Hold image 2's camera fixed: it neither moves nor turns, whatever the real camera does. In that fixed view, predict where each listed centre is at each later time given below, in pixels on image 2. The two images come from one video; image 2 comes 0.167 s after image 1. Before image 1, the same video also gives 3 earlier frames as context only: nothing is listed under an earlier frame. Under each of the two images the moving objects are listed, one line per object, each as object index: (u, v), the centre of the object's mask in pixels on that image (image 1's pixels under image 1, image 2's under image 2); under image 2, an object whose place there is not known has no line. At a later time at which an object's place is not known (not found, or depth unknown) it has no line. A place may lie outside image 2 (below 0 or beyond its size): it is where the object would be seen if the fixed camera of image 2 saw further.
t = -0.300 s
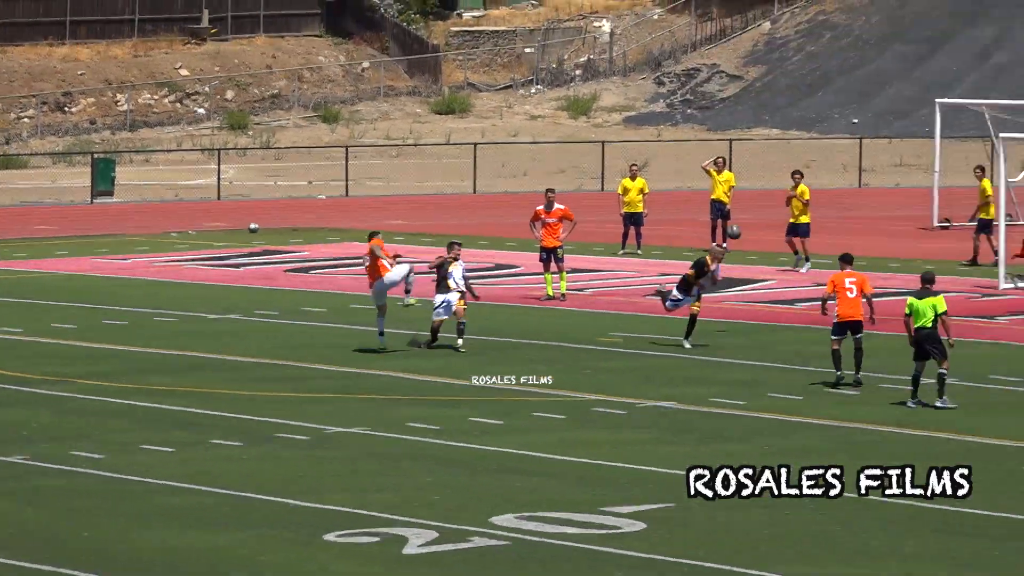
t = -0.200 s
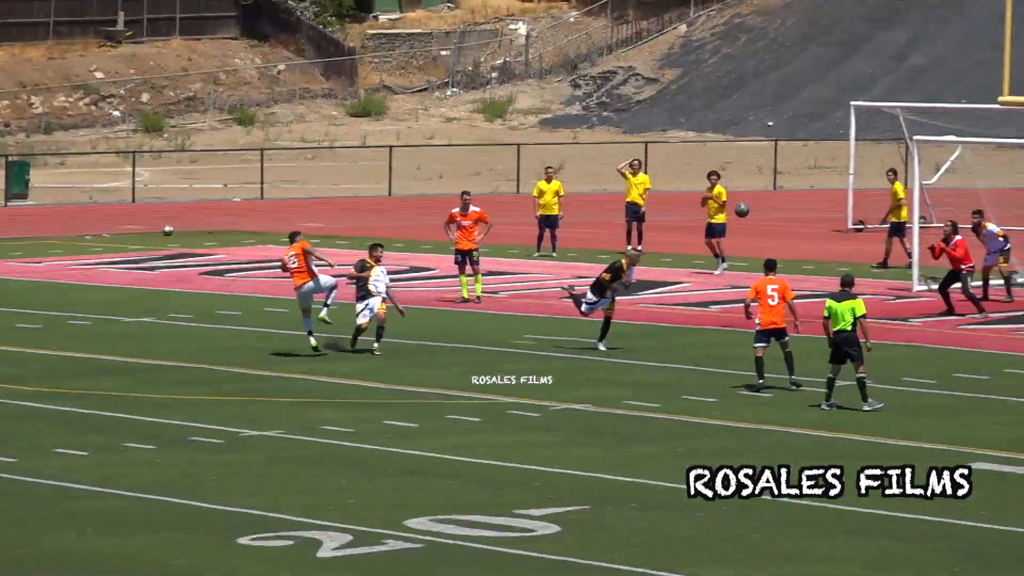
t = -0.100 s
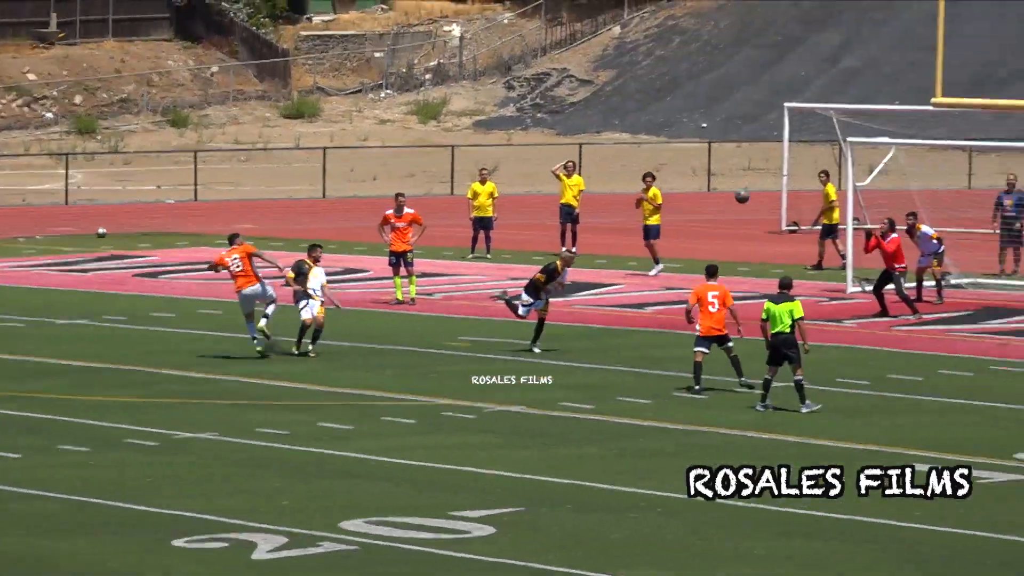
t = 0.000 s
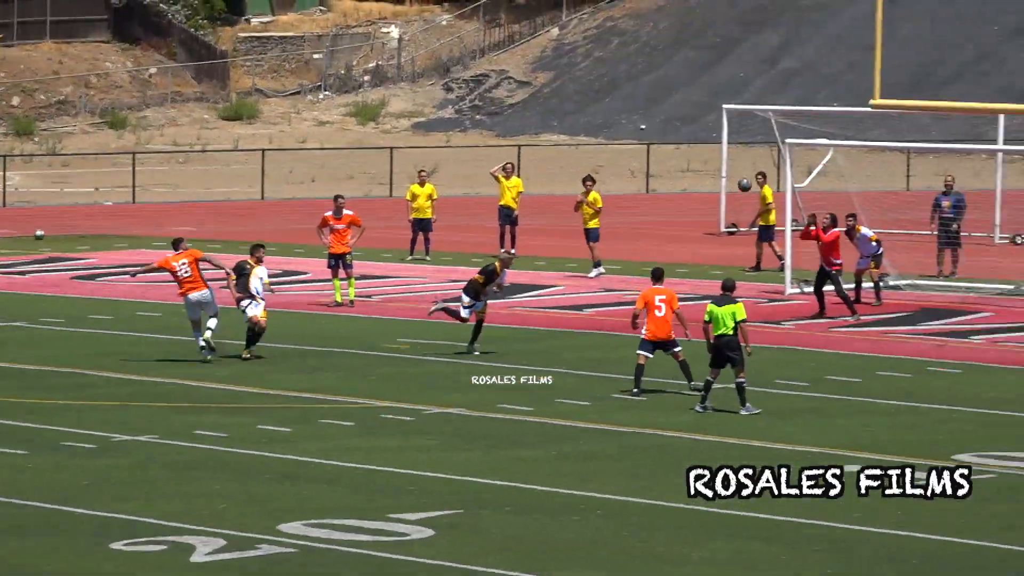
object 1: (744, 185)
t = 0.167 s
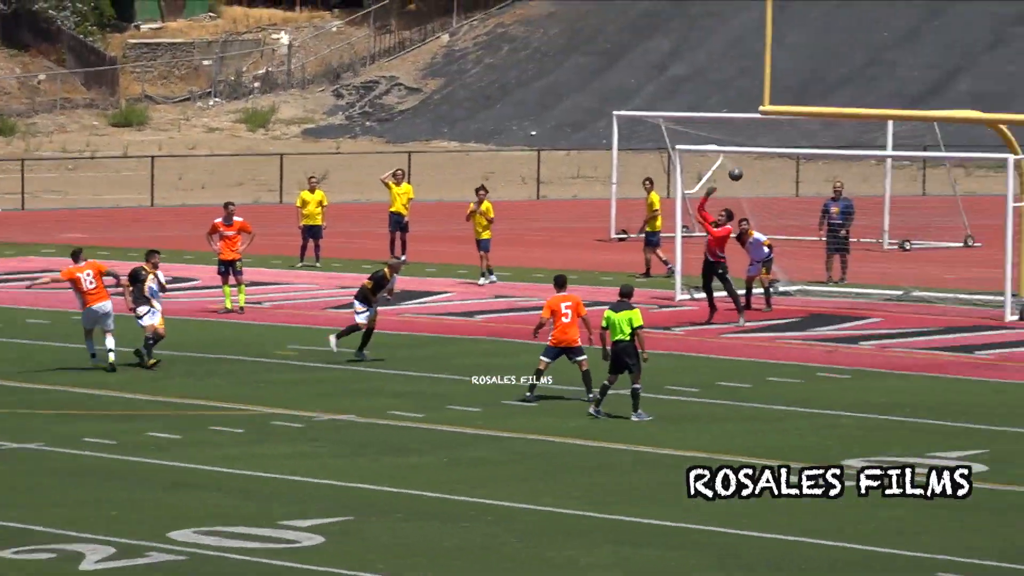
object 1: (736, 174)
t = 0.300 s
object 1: (813, 164)
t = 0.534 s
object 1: (869, 210)
